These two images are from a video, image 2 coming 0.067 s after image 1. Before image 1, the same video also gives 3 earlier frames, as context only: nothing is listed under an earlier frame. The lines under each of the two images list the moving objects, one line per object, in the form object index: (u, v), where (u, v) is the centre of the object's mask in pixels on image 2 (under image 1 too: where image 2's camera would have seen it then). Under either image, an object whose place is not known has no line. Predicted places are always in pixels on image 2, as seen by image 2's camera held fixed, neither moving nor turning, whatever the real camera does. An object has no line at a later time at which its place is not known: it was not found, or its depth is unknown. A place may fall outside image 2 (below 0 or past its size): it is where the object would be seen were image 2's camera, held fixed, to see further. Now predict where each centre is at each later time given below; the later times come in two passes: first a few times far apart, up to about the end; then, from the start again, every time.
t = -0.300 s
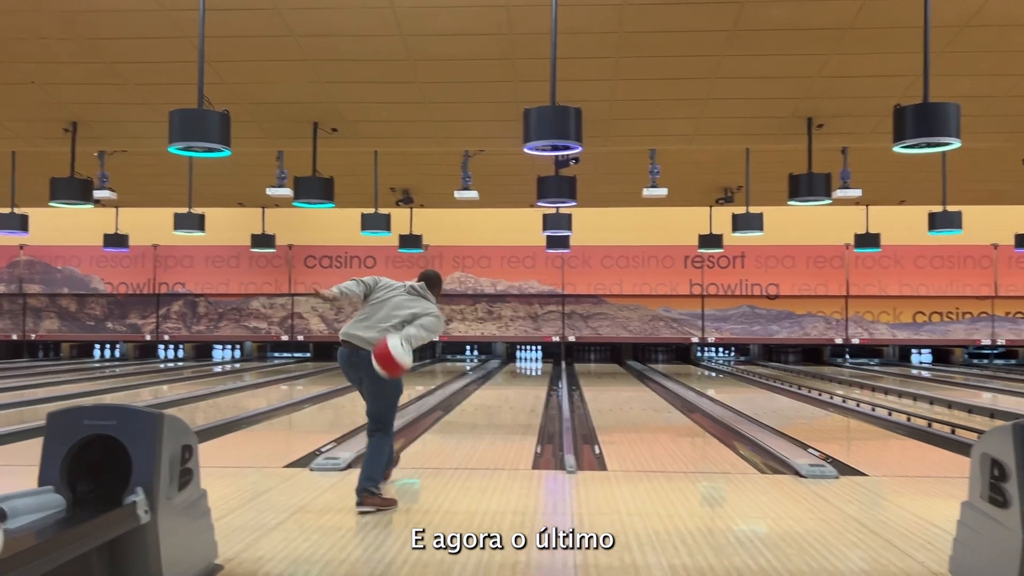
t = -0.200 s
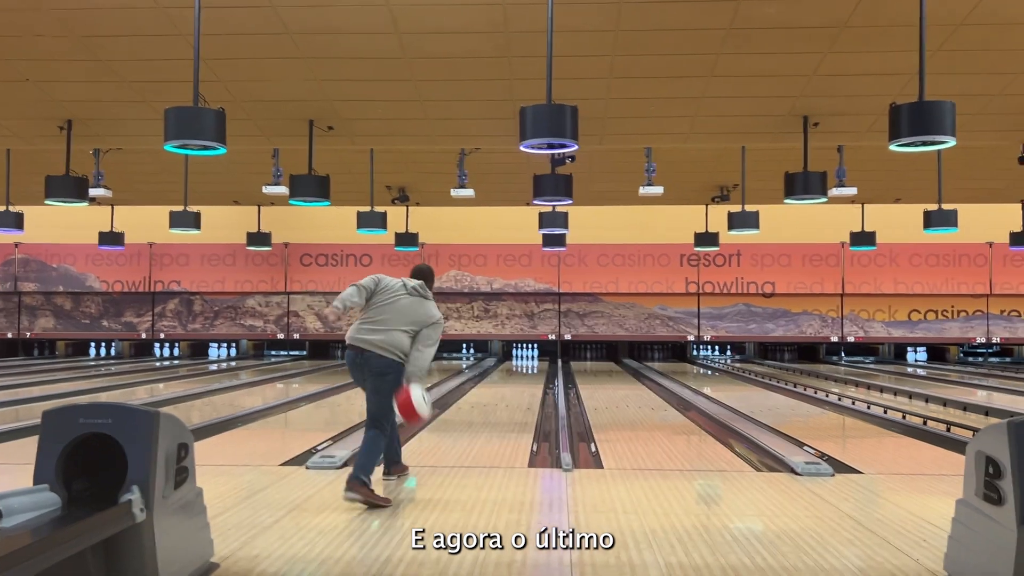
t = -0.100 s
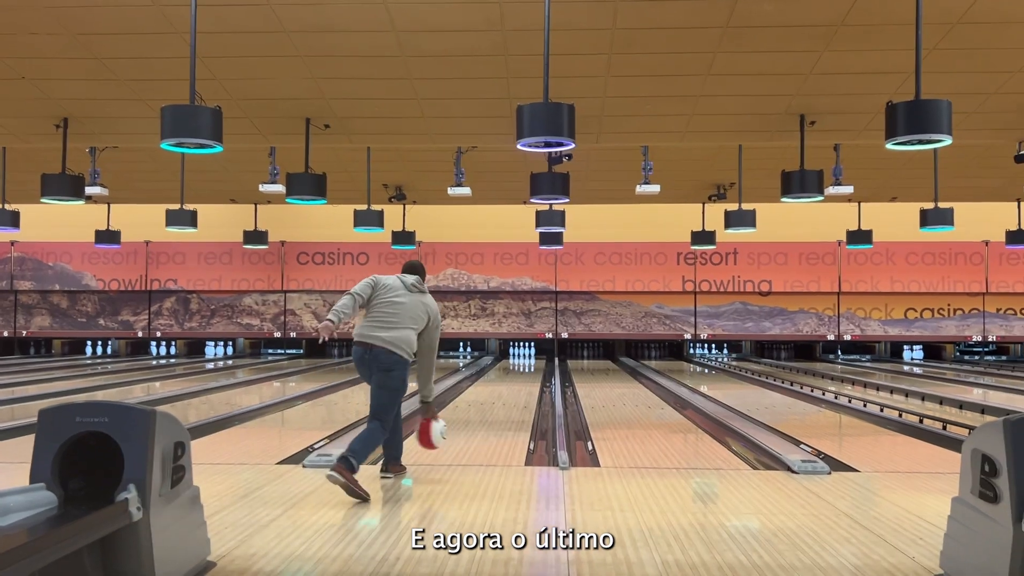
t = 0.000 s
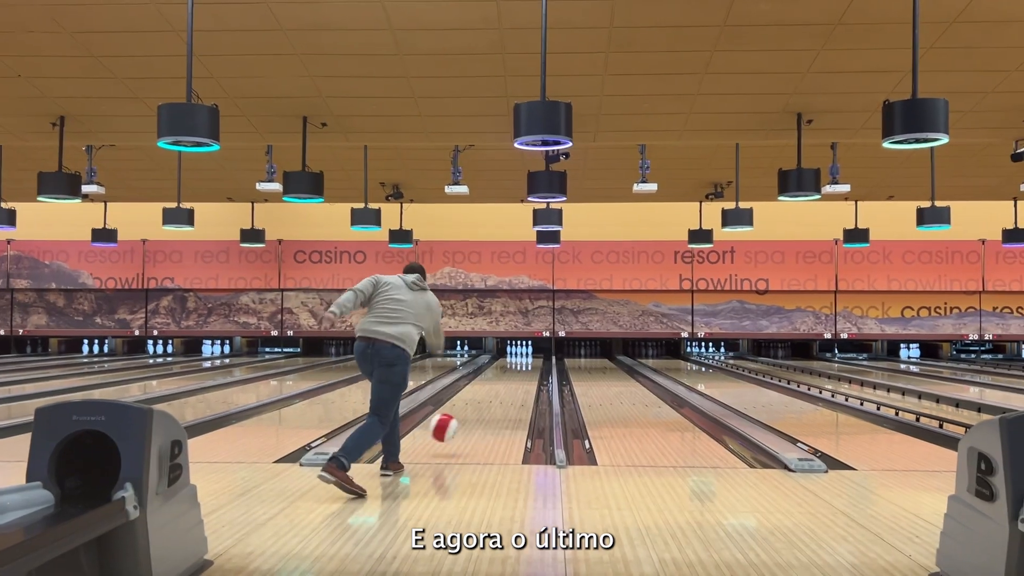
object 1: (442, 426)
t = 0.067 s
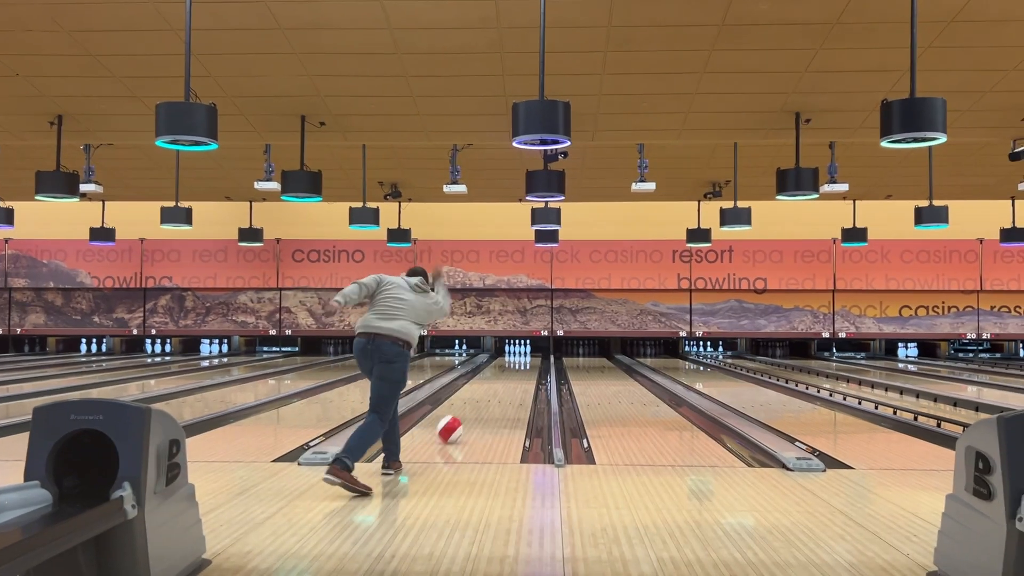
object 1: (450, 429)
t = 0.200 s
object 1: (462, 413)
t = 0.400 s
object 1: (476, 397)
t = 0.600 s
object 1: (486, 385)
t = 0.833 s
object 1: (494, 375)
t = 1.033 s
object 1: (500, 369)
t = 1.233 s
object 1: (504, 363)
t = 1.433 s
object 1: (507, 360)
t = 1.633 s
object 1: (511, 356)
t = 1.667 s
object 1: (511, 356)
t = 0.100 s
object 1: (453, 423)
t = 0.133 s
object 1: (456, 418)
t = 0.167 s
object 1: (459, 415)
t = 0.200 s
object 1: (462, 413)
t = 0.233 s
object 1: (465, 411)
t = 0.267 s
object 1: (467, 408)
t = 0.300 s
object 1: (470, 405)
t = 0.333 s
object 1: (472, 402)
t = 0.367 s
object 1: (474, 400)
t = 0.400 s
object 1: (476, 397)
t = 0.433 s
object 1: (478, 395)
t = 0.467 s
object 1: (480, 393)
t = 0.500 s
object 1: (481, 391)
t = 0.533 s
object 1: (483, 389)
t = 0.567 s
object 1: (484, 387)
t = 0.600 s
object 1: (486, 385)
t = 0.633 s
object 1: (487, 384)
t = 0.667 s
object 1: (489, 382)
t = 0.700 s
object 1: (490, 380)
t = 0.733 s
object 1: (491, 379)
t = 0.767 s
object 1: (492, 378)
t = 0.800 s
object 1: (493, 377)
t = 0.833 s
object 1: (494, 375)
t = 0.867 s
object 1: (495, 374)
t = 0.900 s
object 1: (496, 373)
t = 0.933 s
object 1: (497, 372)
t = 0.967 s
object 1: (498, 371)
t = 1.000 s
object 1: (499, 370)
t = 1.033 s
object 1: (500, 369)
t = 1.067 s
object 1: (500, 368)
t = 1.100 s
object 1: (501, 367)
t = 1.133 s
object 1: (501, 366)
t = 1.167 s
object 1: (502, 365)
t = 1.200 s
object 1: (503, 364)
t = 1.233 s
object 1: (504, 363)
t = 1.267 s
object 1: (504, 363)
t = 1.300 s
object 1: (505, 362)
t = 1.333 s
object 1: (506, 362)
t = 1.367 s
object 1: (506, 361)
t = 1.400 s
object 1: (507, 360)
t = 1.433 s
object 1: (507, 360)
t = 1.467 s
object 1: (507, 359)
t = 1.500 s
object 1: (508, 358)
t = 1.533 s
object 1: (509, 358)
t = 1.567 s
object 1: (510, 357)
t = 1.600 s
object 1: (510, 357)
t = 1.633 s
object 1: (511, 356)
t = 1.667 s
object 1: (511, 356)
